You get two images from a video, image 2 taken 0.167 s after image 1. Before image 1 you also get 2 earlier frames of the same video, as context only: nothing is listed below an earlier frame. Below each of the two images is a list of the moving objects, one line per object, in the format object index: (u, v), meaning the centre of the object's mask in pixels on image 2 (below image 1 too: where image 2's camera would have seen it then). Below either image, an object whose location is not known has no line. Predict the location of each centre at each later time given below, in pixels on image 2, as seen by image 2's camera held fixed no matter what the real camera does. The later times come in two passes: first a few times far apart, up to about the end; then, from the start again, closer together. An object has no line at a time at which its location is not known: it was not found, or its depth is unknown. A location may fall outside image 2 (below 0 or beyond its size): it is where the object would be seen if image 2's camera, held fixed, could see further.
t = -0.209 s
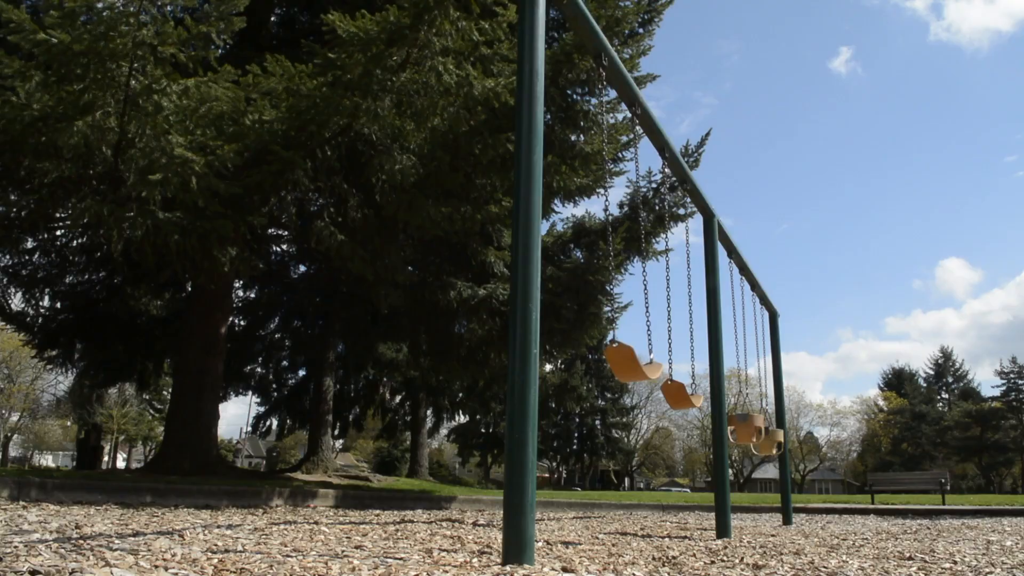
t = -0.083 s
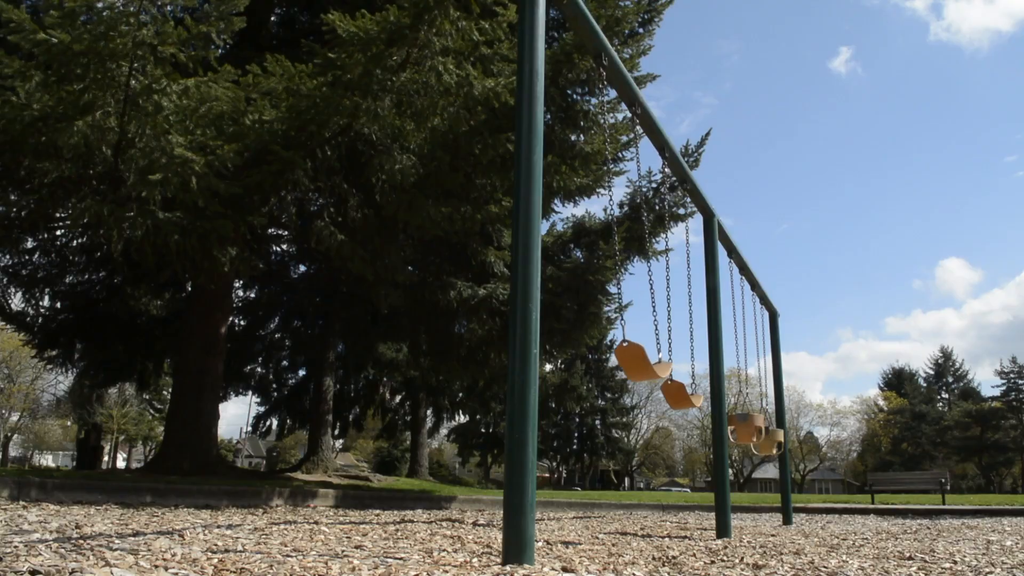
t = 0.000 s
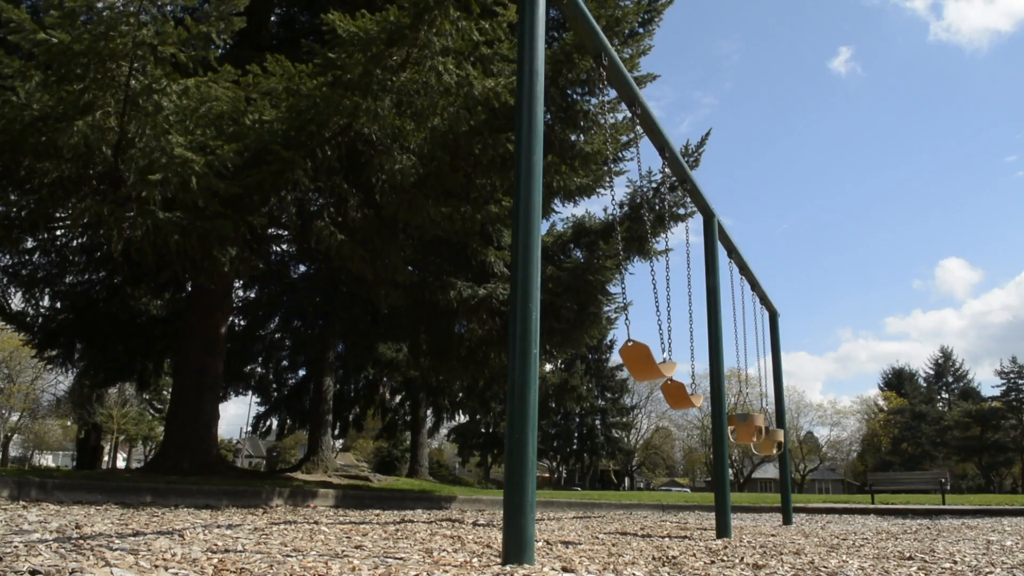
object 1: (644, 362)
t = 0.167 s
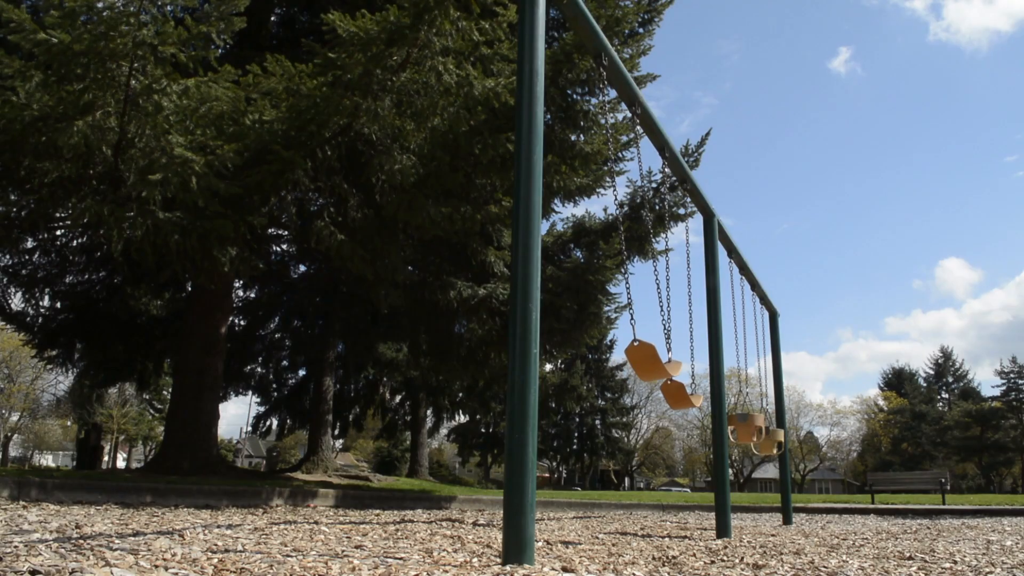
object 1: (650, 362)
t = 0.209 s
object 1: (650, 362)
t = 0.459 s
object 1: (644, 363)
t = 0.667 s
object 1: (629, 365)
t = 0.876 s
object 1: (611, 366)
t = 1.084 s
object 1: (595, 365)
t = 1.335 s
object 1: (585, 364)
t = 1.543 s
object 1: (588, 364)
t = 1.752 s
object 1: (599, 365)
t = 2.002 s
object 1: (620, 365)
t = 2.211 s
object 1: (638, 363)
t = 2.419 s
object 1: (648, 362)
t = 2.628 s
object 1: (649, 362)
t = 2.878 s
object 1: (637, 364)
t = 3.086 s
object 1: (619, 365)
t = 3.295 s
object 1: (602, 365)
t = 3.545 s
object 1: (588, 365)
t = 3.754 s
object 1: (586, 364)
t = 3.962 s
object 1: (593, 365)
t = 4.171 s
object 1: (609, 365)
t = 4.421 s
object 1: (629, 365)
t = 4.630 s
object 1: (643, 363)
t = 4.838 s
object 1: (648, 362)
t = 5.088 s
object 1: (642, 363)
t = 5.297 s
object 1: (628, 364)
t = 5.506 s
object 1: (611, 365)
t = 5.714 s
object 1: (596, 365)
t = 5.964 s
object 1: (587, 365)
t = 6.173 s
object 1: (590, 365)
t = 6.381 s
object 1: (602, 366)
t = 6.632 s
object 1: (621, 366)
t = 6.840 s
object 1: (636, 364)
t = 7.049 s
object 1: (645, 363)
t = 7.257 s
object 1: (646, 362)
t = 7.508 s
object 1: (635, 363)
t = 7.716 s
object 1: (618, 364)
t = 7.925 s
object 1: (603, 365)
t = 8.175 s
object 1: (590, 365)
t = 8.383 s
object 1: (589, 366)
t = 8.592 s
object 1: (596, 366)
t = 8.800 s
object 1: (610, 367)
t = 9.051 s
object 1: (628, 366)
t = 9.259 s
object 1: (641, 363)
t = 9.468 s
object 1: (645, 362)
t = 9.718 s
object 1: (639, 362)
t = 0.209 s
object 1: (650, 362)
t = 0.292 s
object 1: (650, 362)
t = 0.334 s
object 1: (649, 362)
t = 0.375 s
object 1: (648, 363)
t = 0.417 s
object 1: (646, 363)
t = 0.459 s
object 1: (644, 363)
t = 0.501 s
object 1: (642, 364)
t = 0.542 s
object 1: (639, 364)
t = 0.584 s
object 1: (636, 365)
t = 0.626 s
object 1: (633, 365)
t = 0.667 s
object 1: (629, 365)
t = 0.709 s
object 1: (625, 366)
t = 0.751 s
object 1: (622, 366)
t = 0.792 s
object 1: (618, 366)
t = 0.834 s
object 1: (615, 366)
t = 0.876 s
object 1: (611, 366)
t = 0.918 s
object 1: (608, 366)
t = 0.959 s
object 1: (604, 366)
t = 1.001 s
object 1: (601, 366)
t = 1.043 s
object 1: (598, 366)
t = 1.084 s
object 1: (595, 365)
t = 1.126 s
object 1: (592, 365)
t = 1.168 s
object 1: (590, 365)
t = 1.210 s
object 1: (588, 365)
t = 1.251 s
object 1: (587, 365)
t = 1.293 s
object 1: (586, 365)
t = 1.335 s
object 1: (585, 364)
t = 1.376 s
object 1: (585, 364)
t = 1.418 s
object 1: (585, 364)
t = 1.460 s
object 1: (585, 364)
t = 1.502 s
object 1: (586, 364)
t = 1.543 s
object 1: (588, 364)
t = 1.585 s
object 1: (589, 364)
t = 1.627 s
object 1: (591, 364)
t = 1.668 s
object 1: (593, 365)
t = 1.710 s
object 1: (596, 365)
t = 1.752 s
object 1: (599, 365)
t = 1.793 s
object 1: (603, 365)
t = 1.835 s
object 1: (606, 365)
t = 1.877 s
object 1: (610, 365)
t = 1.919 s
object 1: (613, 365)
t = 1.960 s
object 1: (617, 365)
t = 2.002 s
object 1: (620, 365)
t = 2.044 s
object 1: (624, 364)
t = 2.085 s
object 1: (628, 364)
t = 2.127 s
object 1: (631, 364)
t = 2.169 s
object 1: (634, 364)
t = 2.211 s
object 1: (638, 363)
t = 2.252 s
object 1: (640, 363)
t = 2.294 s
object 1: (643, 363)
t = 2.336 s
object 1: (645, 363)
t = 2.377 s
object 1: (646, 362)
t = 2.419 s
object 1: (648, 362)
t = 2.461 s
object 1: (649, 362)
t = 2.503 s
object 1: (649, 362)
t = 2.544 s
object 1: (650, 362)
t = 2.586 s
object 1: (649, 362)
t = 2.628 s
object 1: (649, 362)
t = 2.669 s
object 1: (648, 362)
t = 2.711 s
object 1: (646, 363)
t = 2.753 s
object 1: (644, 363)
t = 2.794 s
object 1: (642, 363)
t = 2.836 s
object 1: (640, 364)
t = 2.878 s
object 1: (637, 364)
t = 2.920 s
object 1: (634, 364)
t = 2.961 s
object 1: (630, 365)
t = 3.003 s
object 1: (627, 365)
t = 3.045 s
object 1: (623, 365)
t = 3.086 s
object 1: (619, 365)
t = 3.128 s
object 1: (616, 366)
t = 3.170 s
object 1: (612, 366)
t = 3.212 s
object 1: (609, 365)
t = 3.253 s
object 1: (606, 365)
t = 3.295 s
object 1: (602, 365)
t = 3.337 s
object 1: (599, 365)
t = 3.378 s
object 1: (596, 365)
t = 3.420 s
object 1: (594, 365)
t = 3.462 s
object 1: (592, 365)
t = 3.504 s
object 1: (590, 365)
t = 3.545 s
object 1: (588, 365)
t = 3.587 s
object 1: (587, 365)
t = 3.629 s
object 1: (586, 364)
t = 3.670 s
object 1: (586, 364)
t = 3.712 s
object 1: (586, 364)
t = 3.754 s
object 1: (586, 364)
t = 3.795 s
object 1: (587, 365)
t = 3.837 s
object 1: (588, 365)
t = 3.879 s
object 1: (589, 365)
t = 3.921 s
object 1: (591, 365)
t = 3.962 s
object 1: (593, 365)
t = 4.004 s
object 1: (596, 365)
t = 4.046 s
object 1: (599, 365)
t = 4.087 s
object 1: (602, 365)
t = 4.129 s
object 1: (605, 365)
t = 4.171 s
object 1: (609, 365)
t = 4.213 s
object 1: (612, 366)
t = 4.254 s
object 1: (615, 366)
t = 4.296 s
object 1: (619, 365)
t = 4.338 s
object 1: (622, 365)
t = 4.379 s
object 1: (626, 365)
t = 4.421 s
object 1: (629, 365)
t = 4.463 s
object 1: (632, 364)
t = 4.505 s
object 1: (636, 364)
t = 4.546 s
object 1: (639, 364)
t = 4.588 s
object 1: (641, 364)
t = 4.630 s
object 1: (643, 363)
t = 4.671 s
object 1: (645, 363)
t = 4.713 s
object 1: (646, 363)
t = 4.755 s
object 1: (647, 363)
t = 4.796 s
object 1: (648, 362)
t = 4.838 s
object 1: (648, 362)
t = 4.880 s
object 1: (648, 362)
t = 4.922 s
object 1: (648, 362)
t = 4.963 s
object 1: (647, 362)
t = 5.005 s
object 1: (646, 363)
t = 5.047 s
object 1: (644, 363)
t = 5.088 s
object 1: (642, 363)
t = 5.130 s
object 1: (640, 363)
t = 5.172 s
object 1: (638, 364)
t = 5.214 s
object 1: (634, 364)
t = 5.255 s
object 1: (631, 364)
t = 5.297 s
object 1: (628, 364)
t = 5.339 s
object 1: (624, 364)
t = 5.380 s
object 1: (621, 365)
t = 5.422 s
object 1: (617, 365)
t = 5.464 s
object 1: (614, 365)
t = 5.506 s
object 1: (611, 365)
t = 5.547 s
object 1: (607, 365)
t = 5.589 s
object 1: (604, 365)
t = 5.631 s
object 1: (601, 365)
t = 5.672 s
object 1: (598, 365)
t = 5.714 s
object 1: (596, 365)
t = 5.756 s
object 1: (593, 365)
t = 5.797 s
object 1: (592, 365)
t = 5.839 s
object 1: (590, 365)
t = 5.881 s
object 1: (589, 365)
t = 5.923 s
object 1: (588, 365)
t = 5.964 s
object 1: (587, 365)
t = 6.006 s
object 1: (587, 365)
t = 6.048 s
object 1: (587, 365)
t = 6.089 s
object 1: (588, 365)
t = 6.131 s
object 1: (589, 365)
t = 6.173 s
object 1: (590, 365)
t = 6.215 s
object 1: (592, 366)
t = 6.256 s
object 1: (594, 366)
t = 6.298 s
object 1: (596, 366)
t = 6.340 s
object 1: (598, 366)
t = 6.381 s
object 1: (602, 366)
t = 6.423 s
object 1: (605, 366)
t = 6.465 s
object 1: (608, 366)
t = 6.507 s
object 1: (611, 366)
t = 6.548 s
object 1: (614, 366)
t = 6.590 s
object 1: (617, 366)
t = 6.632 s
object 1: (621, 366)
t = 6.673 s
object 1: (624, 366)
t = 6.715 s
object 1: (627, 365)
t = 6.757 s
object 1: (630, 365)
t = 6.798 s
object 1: (634, 365)
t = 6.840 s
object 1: (636, 364)
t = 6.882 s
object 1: (639, 364)
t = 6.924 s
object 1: (641, 364)
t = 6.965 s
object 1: (643, 363)
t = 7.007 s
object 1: (644, 363)
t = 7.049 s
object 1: (645, 363)
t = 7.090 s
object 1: (646, 362)
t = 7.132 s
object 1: (647, 362)
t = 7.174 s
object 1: (647, 362)
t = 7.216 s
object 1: (647, 362)
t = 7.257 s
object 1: (646, 362)
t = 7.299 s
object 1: (645, 362)
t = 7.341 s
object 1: (643, 362)
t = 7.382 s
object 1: (642, 363)
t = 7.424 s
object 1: (640, 363)
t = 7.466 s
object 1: (637, 363)
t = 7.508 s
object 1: (635, 363)
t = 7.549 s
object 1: (632, 363)
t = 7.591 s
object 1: (628, 364)
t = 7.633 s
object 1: (625, 364)
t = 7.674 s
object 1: (622, 364)
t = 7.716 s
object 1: (618, 364)
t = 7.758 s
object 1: (615, 365)
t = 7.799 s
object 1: (612, 365)
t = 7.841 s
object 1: (609, 365)
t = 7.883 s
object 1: (606, 365)
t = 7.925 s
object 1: (603, 365)
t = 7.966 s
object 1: (600, 365)
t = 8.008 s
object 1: (598, 365)
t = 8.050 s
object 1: (595, 365)
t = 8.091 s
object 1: (593, 365)
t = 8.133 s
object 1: (592, 365)
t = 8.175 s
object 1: (590, 365)
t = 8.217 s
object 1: (589, 365)
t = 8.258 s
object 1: (589, 365)
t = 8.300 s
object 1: (589, 365)
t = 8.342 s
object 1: (589, 365)
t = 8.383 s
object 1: (589, 366)
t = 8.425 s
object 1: (590, 366)
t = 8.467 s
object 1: (591, 366)
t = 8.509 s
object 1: (592, 366)
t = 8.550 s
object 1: (594, 366)
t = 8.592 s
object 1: (596, 366)
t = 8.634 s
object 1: (598, 367)
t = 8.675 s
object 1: (601, 367)
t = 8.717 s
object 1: (604, 367)
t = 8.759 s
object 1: (607, 367)
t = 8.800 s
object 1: (610, 367)
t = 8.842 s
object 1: (613, 367)
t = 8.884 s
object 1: (616, 366)
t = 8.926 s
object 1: (619, 366)
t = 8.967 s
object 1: (622, 366)
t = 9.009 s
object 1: (625, 366)
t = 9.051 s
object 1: (628, 366)
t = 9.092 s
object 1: (631, 365)
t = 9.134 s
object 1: (634, 365)
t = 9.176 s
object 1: (637, 364)
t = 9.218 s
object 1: (639, 364)
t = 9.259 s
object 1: (641, 363)
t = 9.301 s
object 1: (642, 363)
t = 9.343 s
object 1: (643, 363)
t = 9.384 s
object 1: (644, 363)
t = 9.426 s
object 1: (645, 362)
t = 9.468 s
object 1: (645, 362)
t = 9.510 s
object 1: (645, 362)
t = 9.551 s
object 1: (645, 362)
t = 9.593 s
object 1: (644, 362)
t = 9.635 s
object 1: (642, 362)
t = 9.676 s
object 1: (641, 362)
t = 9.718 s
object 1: (639, 362)
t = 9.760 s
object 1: (637, 363)
